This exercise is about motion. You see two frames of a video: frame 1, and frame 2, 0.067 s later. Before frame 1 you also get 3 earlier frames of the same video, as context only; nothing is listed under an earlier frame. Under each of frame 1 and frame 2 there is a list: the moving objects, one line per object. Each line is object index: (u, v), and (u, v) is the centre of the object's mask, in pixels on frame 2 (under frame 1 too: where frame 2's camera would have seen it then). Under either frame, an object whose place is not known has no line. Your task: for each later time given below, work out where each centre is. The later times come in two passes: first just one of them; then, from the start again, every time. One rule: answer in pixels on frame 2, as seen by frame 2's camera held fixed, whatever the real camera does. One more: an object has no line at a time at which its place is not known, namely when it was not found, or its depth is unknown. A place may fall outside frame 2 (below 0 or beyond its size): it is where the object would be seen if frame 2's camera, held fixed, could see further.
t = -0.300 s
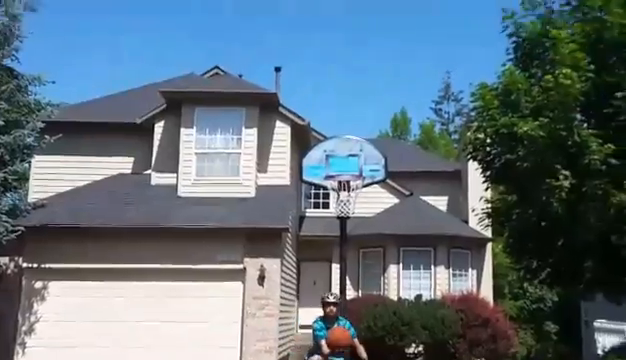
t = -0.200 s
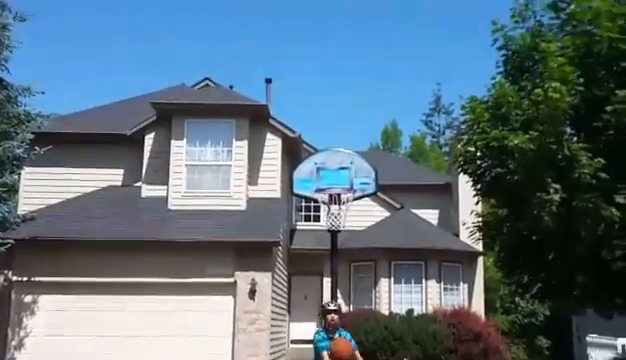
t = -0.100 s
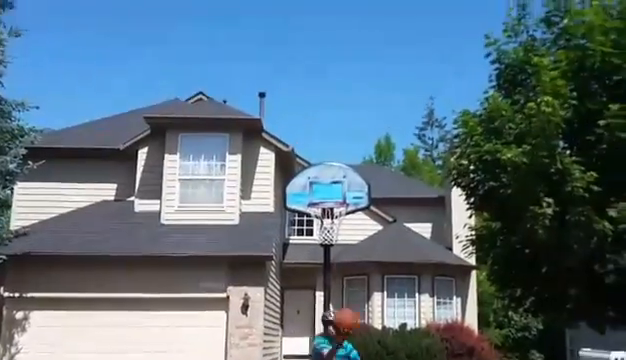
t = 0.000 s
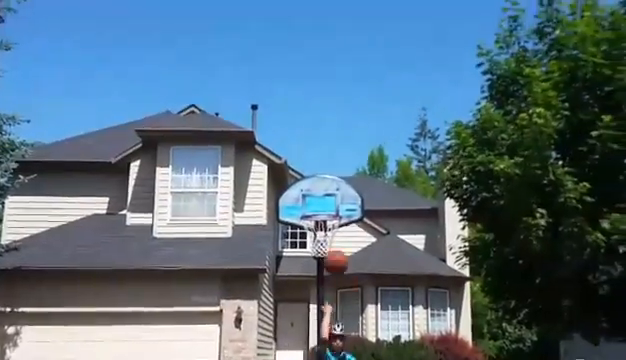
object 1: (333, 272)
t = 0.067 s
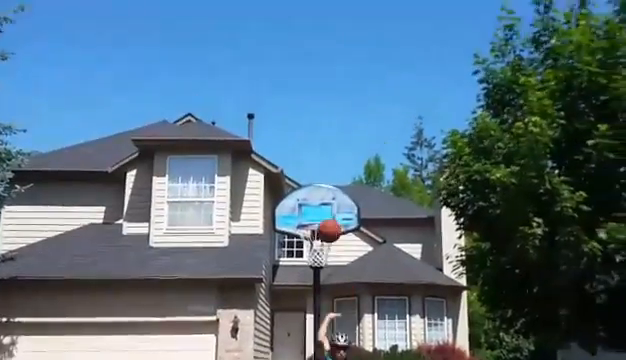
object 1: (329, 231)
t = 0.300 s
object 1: (319, 136)
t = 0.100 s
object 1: (327, 212)
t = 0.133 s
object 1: (326, 195)
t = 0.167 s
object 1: (324, 180)
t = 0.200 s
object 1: (323, 167)
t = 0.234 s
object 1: (321, 155)
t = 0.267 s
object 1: (320, 145)
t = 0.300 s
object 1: (319, 136)
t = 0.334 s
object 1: (318, 128)
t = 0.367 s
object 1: (318, 121)
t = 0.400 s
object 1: (318, 116)
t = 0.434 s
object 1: (317, 112)
